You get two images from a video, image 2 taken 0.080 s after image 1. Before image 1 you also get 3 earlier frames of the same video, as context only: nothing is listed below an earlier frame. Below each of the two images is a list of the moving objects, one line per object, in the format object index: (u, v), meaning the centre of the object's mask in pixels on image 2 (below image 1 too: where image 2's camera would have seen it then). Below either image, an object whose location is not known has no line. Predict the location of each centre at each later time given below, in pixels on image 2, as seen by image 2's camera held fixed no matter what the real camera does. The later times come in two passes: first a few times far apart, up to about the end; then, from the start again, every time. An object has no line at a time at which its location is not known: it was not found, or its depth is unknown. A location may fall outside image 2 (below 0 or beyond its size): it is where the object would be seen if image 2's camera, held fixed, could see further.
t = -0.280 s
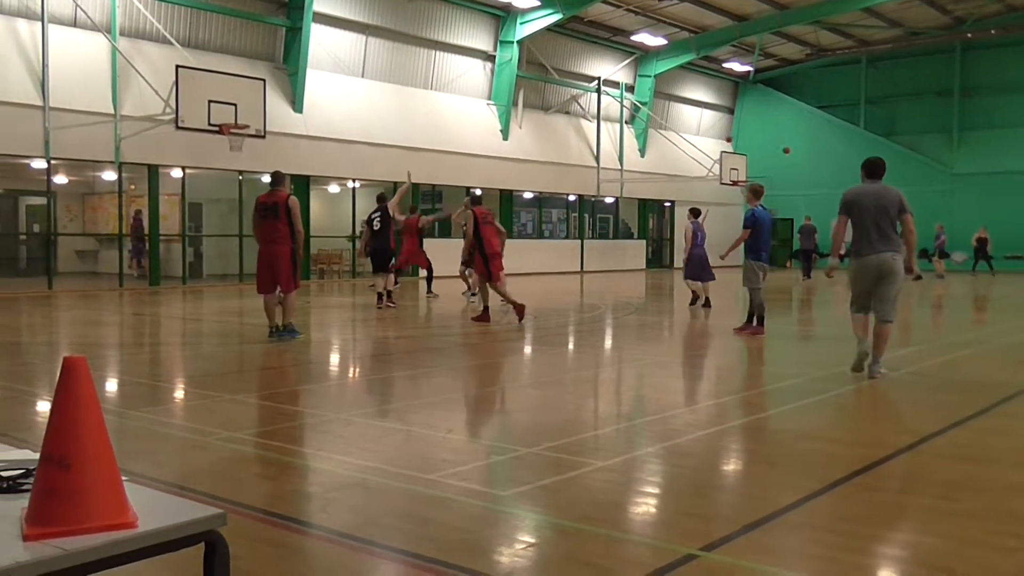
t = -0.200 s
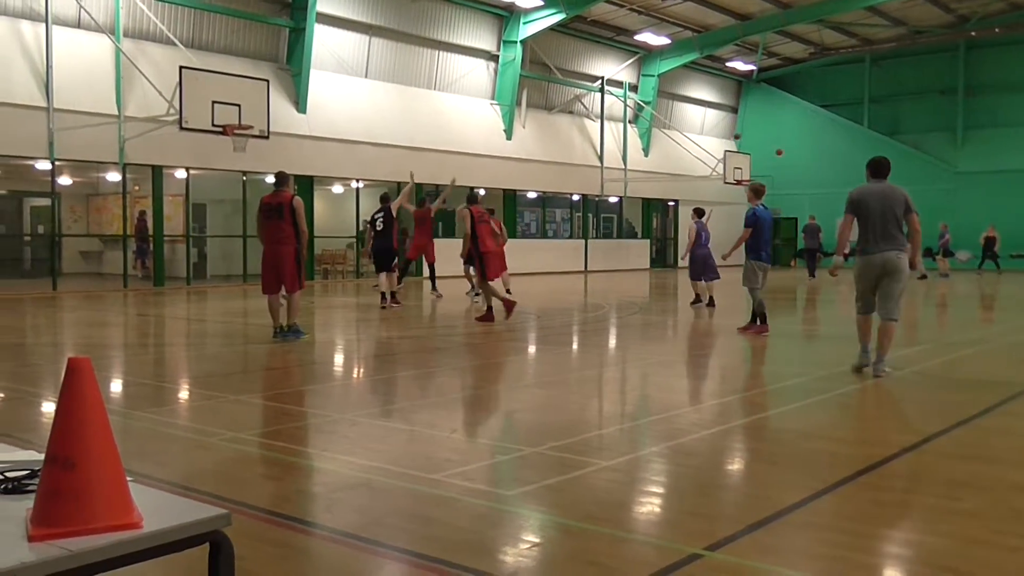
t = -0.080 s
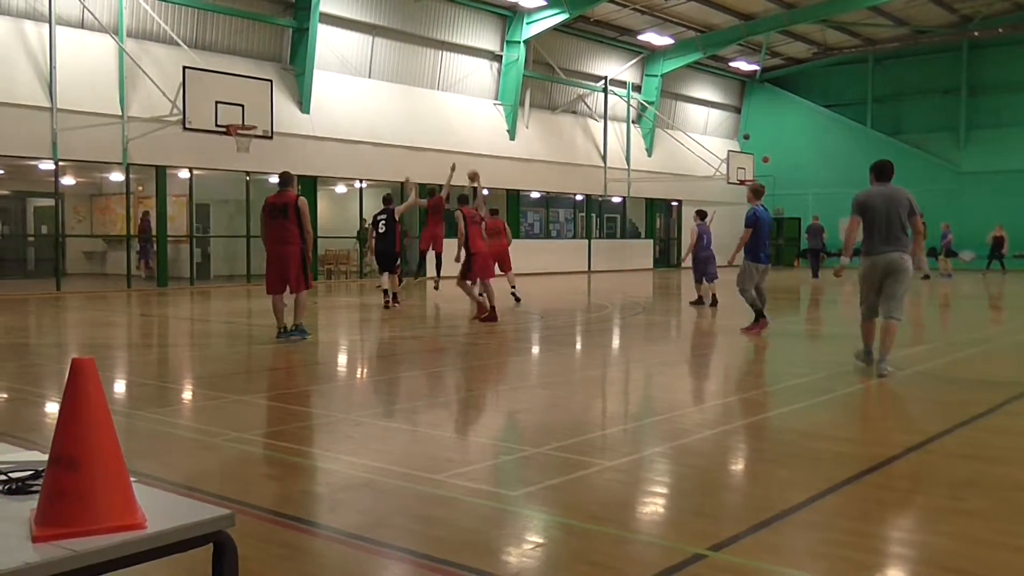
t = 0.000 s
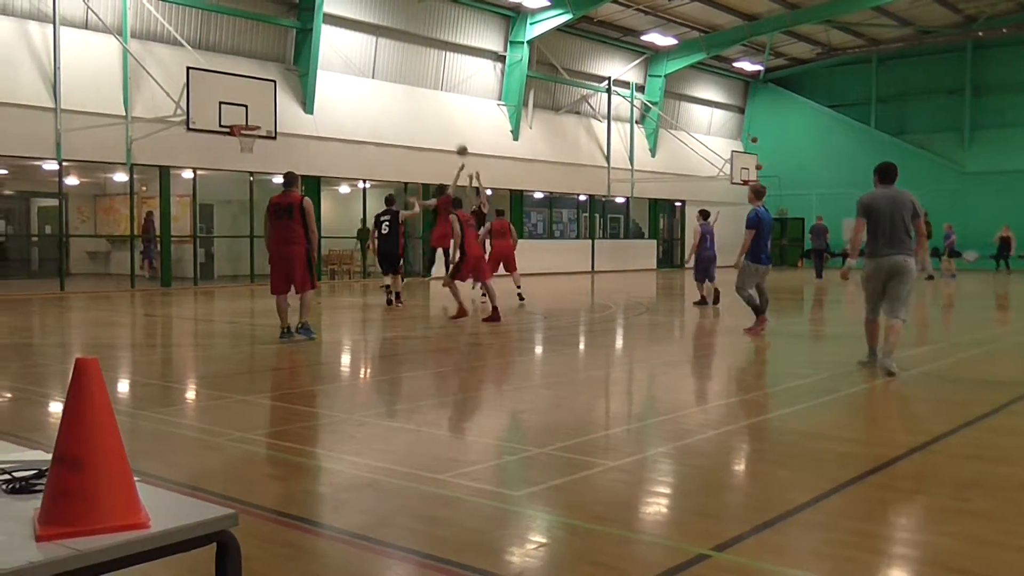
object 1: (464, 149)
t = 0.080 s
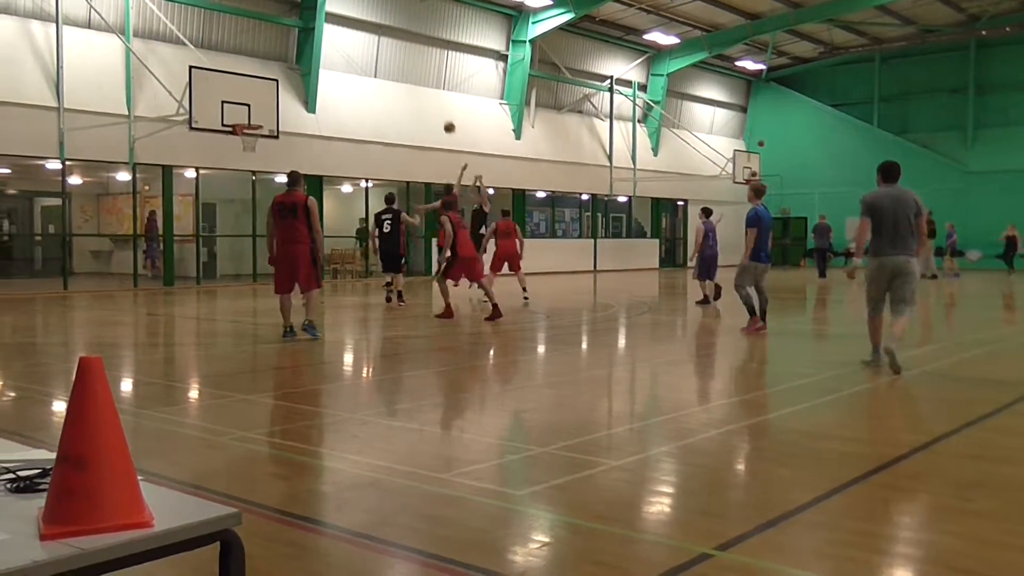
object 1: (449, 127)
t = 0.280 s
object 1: (411, 84)
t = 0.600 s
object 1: (351, 53)
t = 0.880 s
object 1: (296, 71)
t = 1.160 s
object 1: (342, 78)
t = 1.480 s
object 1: (413, 128)
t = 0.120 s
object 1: (441, 117)
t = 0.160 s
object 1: (434, 107)
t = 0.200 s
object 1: (426, 99)
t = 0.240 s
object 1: (419, 91)
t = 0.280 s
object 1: (411, 84)
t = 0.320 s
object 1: (403, 77)
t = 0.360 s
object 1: (396, 72)
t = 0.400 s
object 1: (389, 66)
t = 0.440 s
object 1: (381, 62)
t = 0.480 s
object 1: (374, 59)
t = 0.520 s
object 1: (366, 56)
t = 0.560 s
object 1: (358, 54)
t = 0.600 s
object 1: (351, 53)
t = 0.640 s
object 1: (343, 53)
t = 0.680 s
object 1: (335, 54)
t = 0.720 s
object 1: (328, 55)
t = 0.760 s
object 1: (320, 58)
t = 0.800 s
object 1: (311, 62)
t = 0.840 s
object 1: (304, 66)
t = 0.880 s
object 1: (296, 71)
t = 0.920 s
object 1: (288, 77)
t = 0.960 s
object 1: (296, 76)
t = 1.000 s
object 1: (305, 75)
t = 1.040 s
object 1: (314, 74)
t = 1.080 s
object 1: (324, 74)
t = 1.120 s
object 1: (333, 75)
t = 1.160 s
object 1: (342, 78)
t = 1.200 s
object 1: (351, 81)
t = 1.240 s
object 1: (360, 85)
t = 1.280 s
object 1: (369, 90)
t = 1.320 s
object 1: (378, 96)
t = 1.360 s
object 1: (387, 103)
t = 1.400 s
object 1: (396, 111)
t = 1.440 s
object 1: (404, 119)
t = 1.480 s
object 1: (413, 128)
